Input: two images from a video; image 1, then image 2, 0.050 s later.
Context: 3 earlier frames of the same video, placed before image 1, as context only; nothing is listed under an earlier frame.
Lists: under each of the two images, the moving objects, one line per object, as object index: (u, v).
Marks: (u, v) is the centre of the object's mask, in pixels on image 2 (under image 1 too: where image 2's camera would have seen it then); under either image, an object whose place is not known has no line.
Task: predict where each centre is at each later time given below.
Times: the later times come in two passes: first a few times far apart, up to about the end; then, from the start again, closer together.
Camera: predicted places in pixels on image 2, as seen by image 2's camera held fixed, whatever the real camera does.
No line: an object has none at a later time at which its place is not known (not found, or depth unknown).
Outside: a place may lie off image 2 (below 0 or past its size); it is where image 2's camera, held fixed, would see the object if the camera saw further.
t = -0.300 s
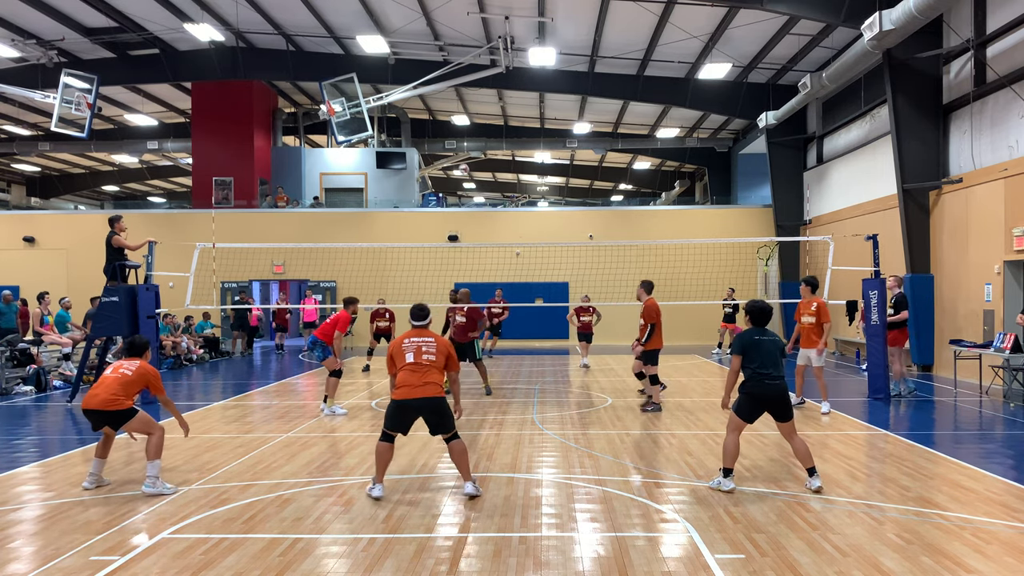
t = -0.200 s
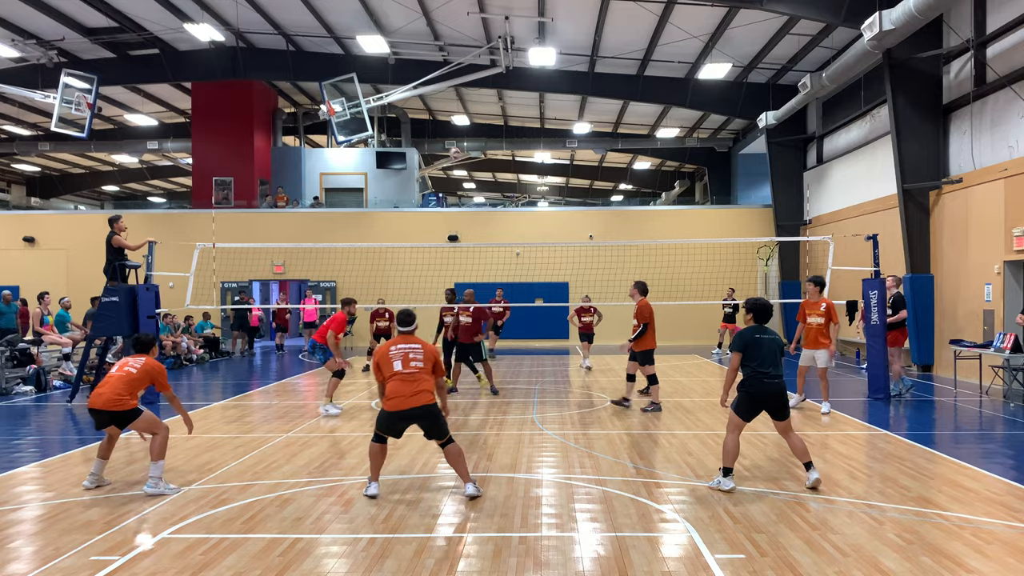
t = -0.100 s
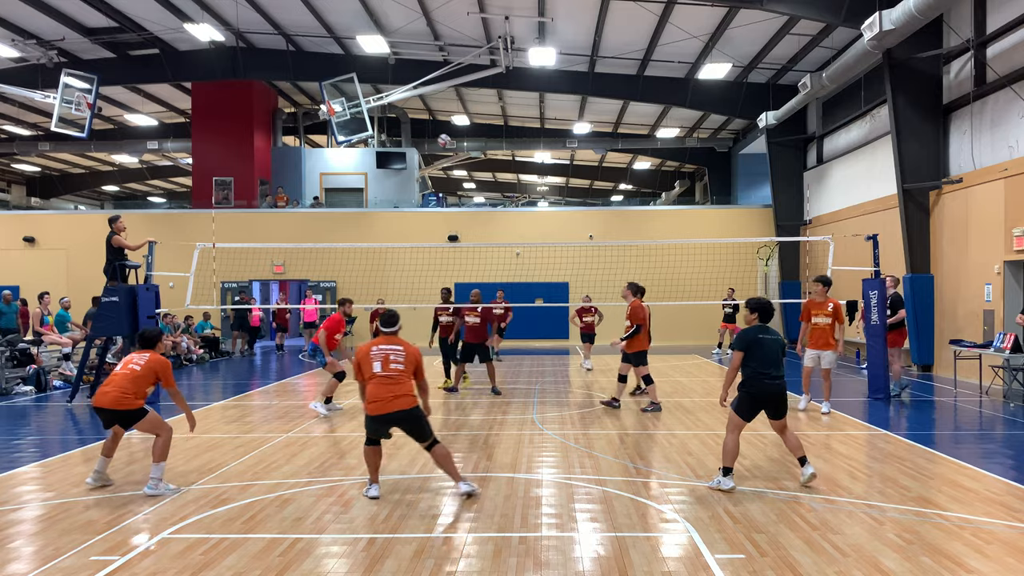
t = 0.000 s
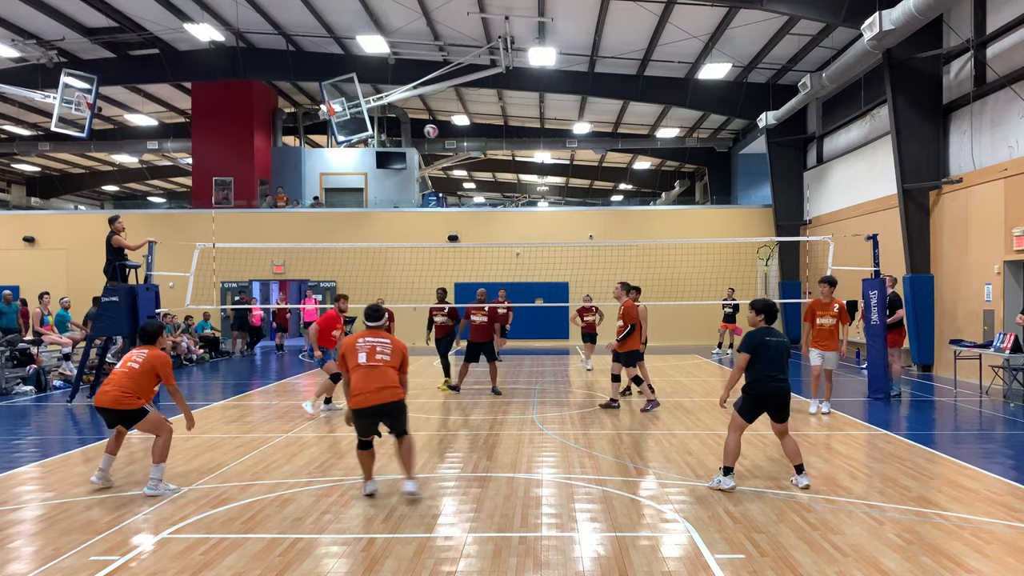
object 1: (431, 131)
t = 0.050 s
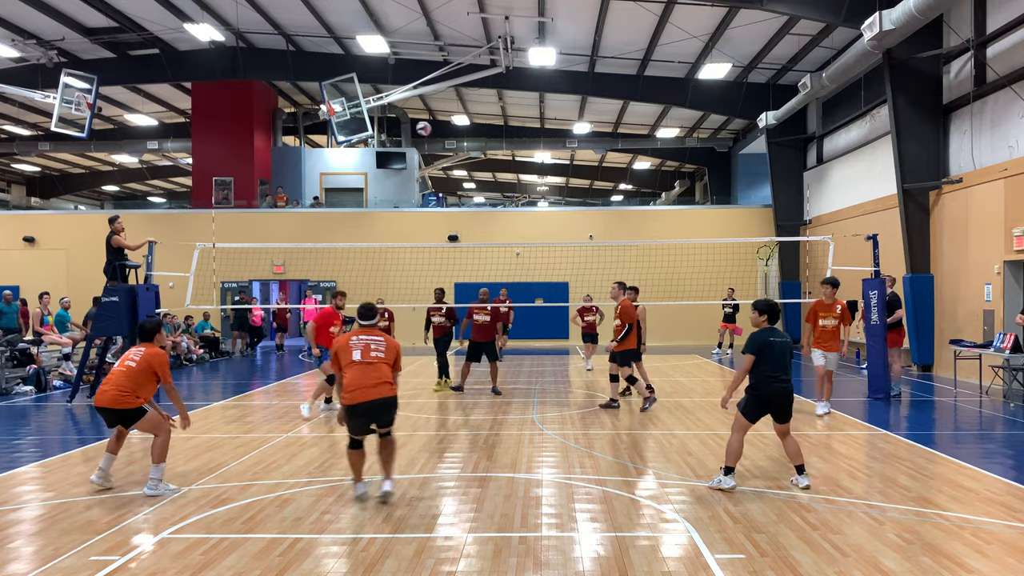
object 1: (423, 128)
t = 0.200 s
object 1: (397, 130)
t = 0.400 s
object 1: (348, 164)
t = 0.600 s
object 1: (273, 260)
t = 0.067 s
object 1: (421, 128)
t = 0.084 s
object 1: (418, 127)
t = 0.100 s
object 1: (415, 127)
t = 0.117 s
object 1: (412, 127)
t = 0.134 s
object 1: (410, 127)
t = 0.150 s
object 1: (406, 127)
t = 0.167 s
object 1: (403, 128)
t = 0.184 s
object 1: (400, 129)
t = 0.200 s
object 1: (397, 130)
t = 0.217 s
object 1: (393, 132)
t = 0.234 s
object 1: (390, 132)
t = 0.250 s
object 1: (386, 135)
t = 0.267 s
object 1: (384, 137)
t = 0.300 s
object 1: (375, 140)
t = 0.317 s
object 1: (371, 143)
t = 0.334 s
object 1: (366, 146)
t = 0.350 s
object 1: (362, 149)
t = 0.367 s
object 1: (358, 155)
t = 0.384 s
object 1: (353, 160)
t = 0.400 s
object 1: (348, 164)
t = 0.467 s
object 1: (326, 188)
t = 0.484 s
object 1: (320, 195)
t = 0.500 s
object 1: (314, 201)
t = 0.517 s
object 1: (308, 210)
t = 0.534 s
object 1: (301, 218)
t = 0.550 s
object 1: (294, 228)
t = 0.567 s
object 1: (288, 237)
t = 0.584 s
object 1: (281, 248)
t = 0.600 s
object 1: (273, 260)
